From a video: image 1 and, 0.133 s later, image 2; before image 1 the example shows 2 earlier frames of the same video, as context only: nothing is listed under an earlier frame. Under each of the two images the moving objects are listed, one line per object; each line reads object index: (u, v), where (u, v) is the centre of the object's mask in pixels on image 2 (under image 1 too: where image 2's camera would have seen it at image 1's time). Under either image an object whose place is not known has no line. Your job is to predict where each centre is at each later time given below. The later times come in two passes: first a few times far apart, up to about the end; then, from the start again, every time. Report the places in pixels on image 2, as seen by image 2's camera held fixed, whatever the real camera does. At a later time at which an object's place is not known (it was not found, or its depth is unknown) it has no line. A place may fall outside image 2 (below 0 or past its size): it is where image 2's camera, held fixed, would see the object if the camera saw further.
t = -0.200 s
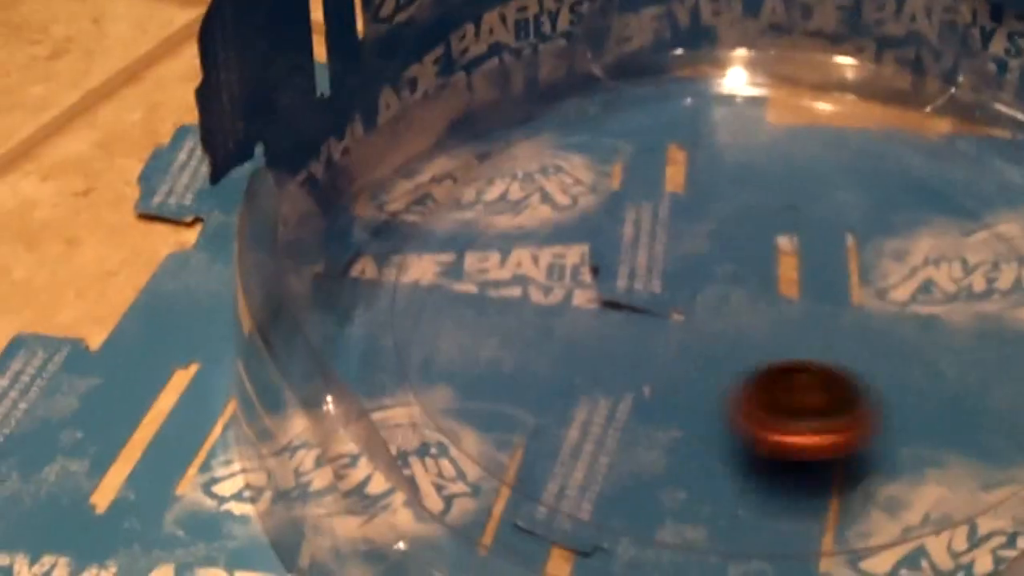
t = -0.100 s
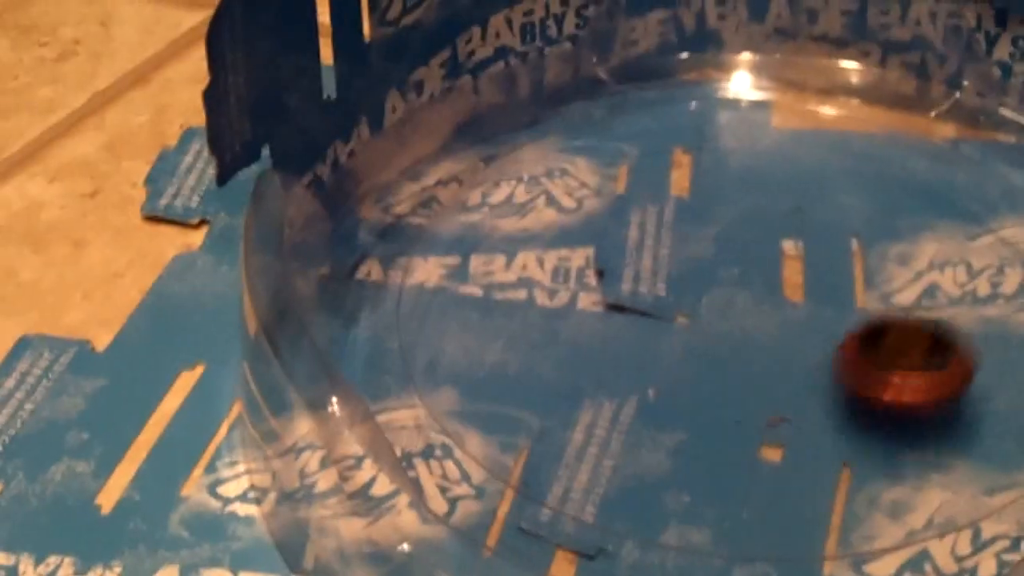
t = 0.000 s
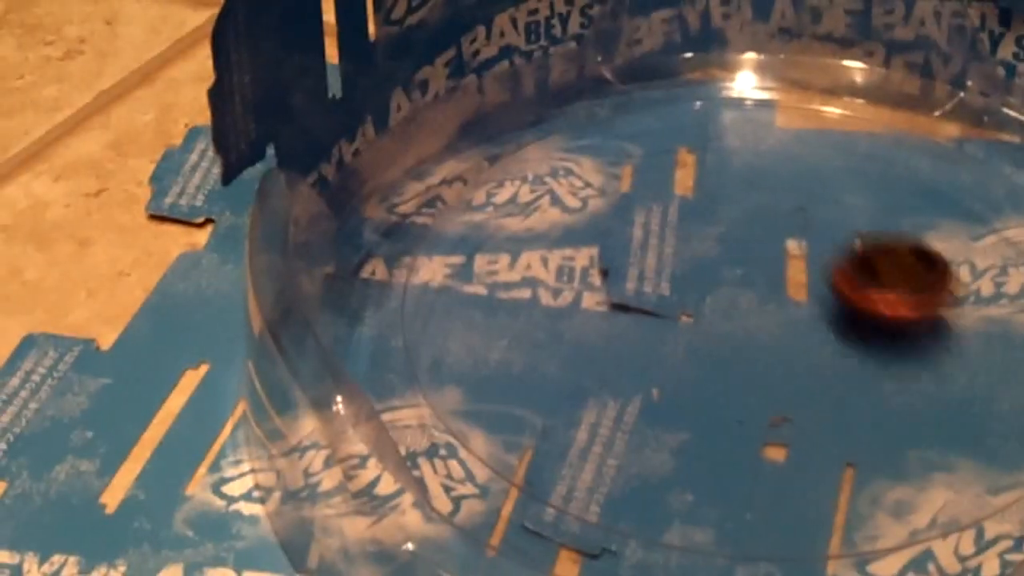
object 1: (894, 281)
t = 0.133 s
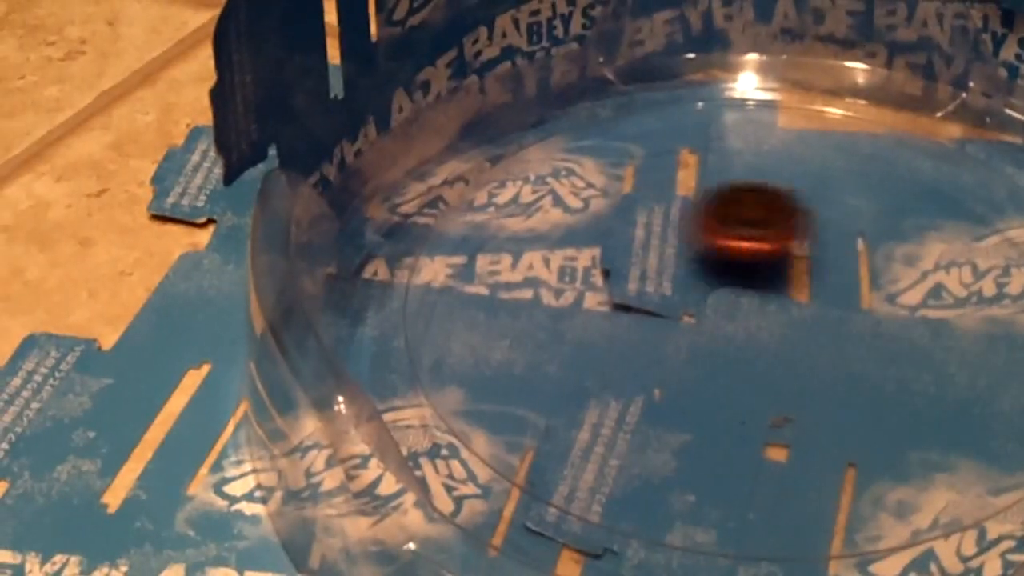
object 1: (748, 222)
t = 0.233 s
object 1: (632, 238)
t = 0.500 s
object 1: (648, 423)
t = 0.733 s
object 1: (913, 355)
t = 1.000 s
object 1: (715, 188)
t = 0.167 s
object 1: (708, 224)
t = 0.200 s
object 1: (665, 229)
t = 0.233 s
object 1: (632, 238)
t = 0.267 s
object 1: (598, 254)
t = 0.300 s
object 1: (576, 272)
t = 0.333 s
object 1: (557, 298)
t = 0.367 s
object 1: (551, 324)
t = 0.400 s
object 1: (557, 353)
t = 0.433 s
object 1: (575, 379)
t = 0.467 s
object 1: (607, 403)
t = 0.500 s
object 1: (648, 423)
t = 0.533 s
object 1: (698, 435)
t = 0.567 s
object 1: (747, 438)
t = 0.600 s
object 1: (793, 433)
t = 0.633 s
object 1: (837, 420)
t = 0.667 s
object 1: (872, 405)
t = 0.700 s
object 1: (898, 381)
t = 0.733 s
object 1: (913, 355)
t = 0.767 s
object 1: (917, 325)
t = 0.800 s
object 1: (908, 295)
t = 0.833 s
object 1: (889, 266)
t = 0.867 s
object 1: (864, 242)
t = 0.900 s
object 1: (832, 221)
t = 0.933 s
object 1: (795, 206)
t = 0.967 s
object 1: (755, 194)
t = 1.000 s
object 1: (715, 188)
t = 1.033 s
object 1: (674, 189)
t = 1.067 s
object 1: (637, 193)
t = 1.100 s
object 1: (602, 202)
